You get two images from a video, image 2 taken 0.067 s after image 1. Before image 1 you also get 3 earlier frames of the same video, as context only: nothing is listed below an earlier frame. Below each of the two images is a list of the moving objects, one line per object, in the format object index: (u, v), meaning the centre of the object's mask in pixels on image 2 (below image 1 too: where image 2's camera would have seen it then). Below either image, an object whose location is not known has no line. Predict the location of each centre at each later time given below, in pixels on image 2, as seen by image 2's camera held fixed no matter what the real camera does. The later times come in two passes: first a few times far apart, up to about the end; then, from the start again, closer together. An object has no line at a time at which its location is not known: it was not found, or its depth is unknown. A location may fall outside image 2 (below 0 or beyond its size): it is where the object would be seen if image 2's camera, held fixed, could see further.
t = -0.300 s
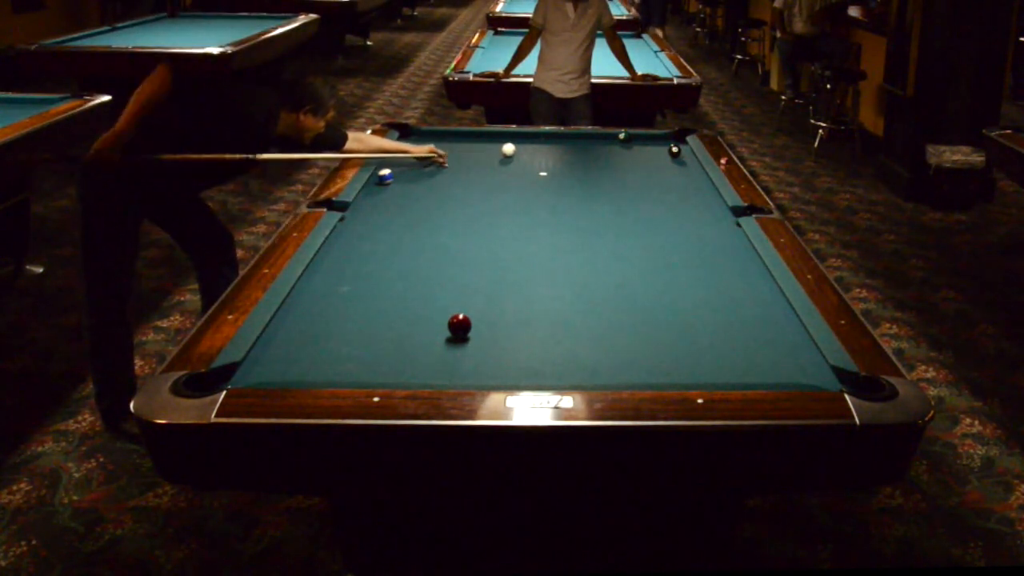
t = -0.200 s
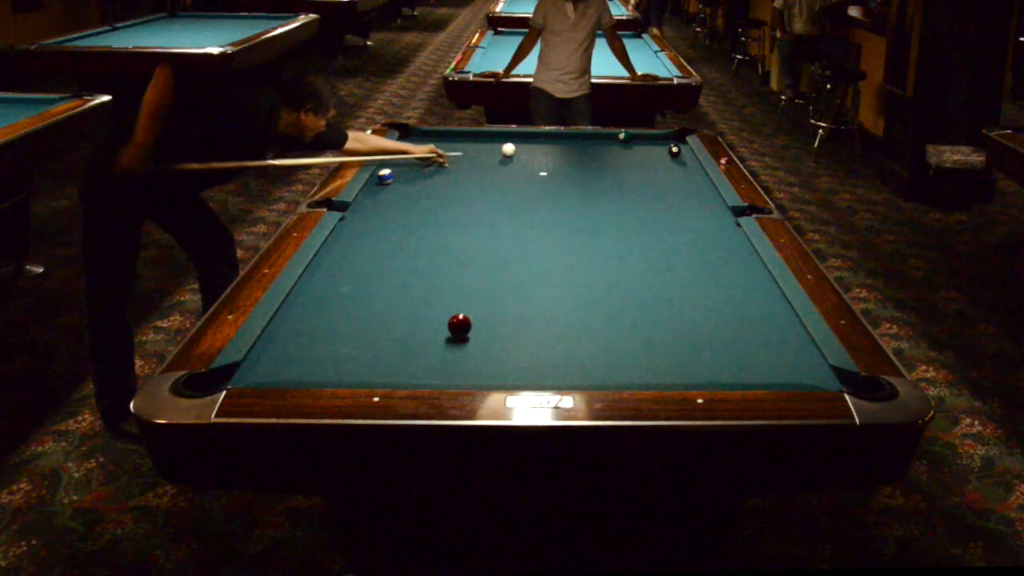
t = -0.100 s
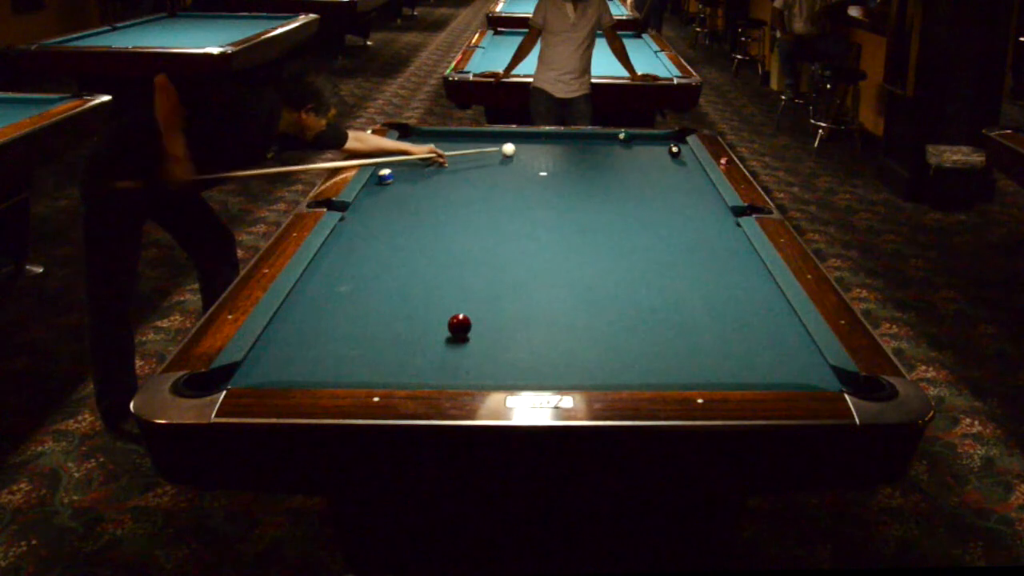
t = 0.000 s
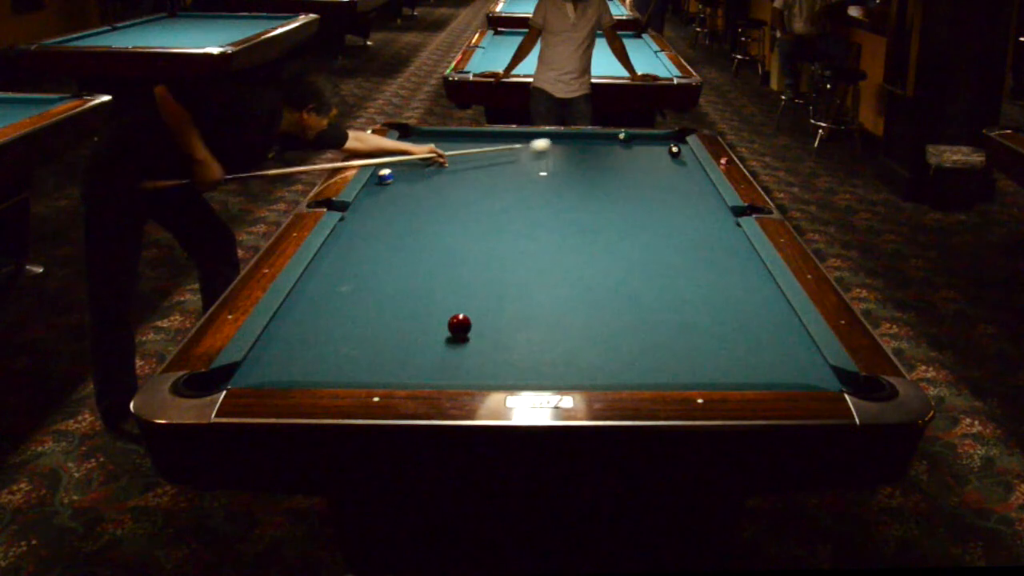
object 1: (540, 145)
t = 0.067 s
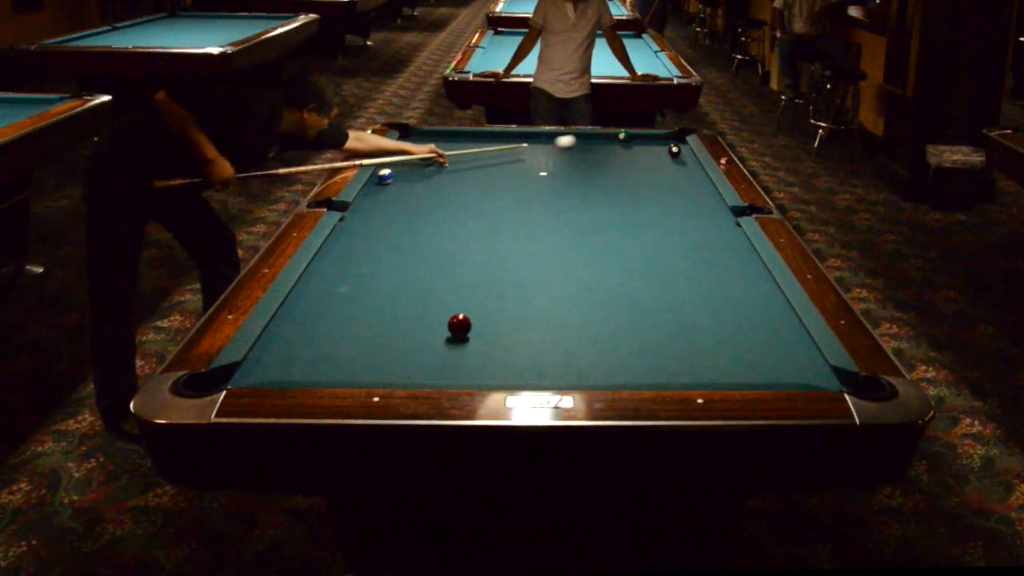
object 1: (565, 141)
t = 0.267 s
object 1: (611, 138)
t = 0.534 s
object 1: (628, 147)
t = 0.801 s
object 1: (646, 156)
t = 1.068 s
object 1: (665, 167)
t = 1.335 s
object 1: (686, 177)
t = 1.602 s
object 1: (706, 188)
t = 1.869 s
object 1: (707, 197)
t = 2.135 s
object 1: (704, 205)
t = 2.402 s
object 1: (701, 214)
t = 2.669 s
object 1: (698, 222)
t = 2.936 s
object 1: (695, 230)
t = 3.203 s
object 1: (692, 238)
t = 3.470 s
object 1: (689, 245)
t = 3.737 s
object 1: (687, 252)
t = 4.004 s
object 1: (684, 260)
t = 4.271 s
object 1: (682, 266)
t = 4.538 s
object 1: (680, 272)
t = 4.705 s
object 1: (684, 272)
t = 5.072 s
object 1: (671, 280)
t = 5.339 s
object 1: (673, 286)
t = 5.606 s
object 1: (672, 289)
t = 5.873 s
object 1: (671, 291)
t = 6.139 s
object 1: (670, 293)
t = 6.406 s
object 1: (668, 294)
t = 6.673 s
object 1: (668, 294)
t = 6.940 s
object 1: (668, 294)
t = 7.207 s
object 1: (668, 294)
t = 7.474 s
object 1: (668, 294)
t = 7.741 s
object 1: (668, 294)
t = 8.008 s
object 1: (668, 294)
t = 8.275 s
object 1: (668, 294)
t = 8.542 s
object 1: (668, 294)
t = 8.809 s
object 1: (668, 294)
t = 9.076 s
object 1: (668, 294)
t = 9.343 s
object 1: (668, 294)
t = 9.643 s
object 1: (668, 294)
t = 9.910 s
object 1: (668, 294)
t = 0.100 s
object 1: (577, 140)
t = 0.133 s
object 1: (589, 138)
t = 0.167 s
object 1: (600, 136)
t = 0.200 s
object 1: (609, 135)
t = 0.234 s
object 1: (611, 136)
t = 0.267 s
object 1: (611, 138)
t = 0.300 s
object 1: (612, 139)
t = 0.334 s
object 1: (614, 140)
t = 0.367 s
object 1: (616, 141)
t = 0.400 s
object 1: (619, 142)
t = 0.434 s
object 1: (621, 143)
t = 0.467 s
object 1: (623, 145)
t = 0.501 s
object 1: (625, 146)
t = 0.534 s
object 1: (628, 147)
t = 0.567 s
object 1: (630, 148)
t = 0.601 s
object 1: (632, 149)
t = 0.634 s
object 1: (634, 150)
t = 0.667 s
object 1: (637, 151)
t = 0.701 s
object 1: (639, 153)
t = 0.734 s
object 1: (641, 154)
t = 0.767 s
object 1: (644, 155)
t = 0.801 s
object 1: (646, 156)
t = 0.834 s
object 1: (648, 158)
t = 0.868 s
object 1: (651, 159)
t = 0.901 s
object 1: (653, 160)
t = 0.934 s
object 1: (655, 161)
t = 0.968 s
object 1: (658, 163)
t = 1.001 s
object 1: (660, 164)
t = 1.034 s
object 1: (663, 165)
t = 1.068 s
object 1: (665, 167)
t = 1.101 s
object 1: (668, 168)
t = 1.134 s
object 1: (670, 169)
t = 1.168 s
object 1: (673, 170)
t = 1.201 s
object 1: (675, 172)
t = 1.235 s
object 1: (678, 173)
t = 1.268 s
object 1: (680, 174)
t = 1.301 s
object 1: (683, 176)
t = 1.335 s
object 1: (686, 177)
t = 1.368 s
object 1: (688, 178)
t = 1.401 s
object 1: (691, 180)
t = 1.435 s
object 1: (693, 181)
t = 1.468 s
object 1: (696, 182)
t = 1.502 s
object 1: (698, 184)
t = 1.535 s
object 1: (701, 185)
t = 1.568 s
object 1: (703, 186)
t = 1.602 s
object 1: (706, 188)
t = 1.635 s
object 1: (708, 189)
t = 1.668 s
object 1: (709, 191)
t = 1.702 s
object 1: (709, 192)
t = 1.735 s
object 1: (709, 193)
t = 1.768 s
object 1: (708, 194)
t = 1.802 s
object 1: (708, 195)
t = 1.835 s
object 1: (708, 196)
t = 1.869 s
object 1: (707, 197)
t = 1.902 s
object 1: (707, 198)
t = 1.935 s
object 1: (706, 199)
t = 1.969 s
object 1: (706, 200)
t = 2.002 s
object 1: (706, 201)
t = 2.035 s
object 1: (705, 202)
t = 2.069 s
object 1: (705, 203)
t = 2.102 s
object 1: (705, 204)
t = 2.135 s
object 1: (704, 205)
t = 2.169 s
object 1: (704, 206)
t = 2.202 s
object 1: (703, 207)
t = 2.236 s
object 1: (703, 208)
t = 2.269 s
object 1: (703, 209)
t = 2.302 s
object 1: (702, 210)
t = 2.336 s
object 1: (702, 211)
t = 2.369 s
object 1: (702, 212)
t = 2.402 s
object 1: (701, 214)
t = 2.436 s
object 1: (701, 215)
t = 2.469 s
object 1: (701, 216)
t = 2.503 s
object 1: (700, 217)
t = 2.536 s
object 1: (700, 218)
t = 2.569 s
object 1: (699, 219)
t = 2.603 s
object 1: (699, 220)
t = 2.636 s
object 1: (699, 221)
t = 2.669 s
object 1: (698, 222)
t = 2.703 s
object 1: (698, 223)
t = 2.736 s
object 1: (697, 224)
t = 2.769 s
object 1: (697, 225)
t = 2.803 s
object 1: (696, 226)
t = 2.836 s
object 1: (696, 227)
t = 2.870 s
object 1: (696, 228)
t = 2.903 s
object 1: (695, 229)
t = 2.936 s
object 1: (695, 230)
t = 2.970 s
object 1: (695, 231)
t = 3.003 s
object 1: (694, 232)
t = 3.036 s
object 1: (694, 233)
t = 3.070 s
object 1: (694, 234)
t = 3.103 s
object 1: (693, 235)
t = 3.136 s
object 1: (693, 236)
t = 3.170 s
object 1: (692, 237)
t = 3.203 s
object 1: (692, 238)
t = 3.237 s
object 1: (692, 239)
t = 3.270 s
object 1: (691, 240)
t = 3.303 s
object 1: (691, 241)
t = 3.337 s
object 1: (691, 242)
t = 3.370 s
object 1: (690, 242)
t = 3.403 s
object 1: (690, 244)
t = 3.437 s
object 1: (690, 244)
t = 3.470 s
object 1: (689, 245)
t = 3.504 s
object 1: (689, 246)
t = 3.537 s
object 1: (689, 247)
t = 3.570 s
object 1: (689, 248)
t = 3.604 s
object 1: (688, 249)
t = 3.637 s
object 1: (688, 250)
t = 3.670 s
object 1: (688, 251)
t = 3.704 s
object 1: (687, 252)
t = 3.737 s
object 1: (687, 252)
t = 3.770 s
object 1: (686, 253)
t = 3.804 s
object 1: (686, 254)
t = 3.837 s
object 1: (686, 255)
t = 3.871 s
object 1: (685, 256)
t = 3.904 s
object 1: (685, 257)
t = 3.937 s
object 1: (685, 258)
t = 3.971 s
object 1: (684, 259)
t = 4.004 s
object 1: (684, 260)
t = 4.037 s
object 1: (684, 260)
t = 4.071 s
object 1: (683, 261)
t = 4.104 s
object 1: (683, 262)
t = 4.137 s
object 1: (683, 263)
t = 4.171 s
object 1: (683, 264)
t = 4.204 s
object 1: (682, 264)
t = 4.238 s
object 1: (682, 265)
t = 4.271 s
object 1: (682, 266)
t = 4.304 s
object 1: (681, 267)
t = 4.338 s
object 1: (681, 268)
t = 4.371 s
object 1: (681, 268)
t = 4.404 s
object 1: (681, 269)
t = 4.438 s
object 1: (680, 269)
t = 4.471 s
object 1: (680, 271)
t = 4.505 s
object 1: (680, 271)
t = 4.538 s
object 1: (680, 272)
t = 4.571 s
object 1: (680, 273)
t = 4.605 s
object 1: (679, 274)
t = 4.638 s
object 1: (679, 274)
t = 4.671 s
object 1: (679, 275)
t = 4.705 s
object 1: (684, 272)
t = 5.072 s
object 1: (671, 280)
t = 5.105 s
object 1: (674, 282)
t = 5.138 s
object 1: (674, 283)
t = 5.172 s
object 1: (674, 284)
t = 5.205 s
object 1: (674, 284)
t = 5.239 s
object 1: (673, 285)
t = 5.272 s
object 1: (673, 285)
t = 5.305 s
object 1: (673, 285)
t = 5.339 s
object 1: (673, 286)
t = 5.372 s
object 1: (673, 287)
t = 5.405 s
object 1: (673, 287)
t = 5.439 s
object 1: (673, 287)
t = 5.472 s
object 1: (672, 288)
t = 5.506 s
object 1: (672, 288)
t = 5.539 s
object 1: (672, 289)
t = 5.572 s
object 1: (672, 289)
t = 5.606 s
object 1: (672, 289)
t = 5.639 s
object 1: (671, 290)
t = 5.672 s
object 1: (671, 290)
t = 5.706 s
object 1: (671, 290)
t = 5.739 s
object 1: (671, 291)
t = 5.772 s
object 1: (671, 291)
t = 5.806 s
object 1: (671, 291)
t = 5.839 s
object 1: (671, 291)
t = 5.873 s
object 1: (671, 291)
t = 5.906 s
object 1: (671, 292)
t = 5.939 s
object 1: (671, 292)
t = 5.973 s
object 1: (671, 292)
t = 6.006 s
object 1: (670, 293)
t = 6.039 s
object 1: (670, 293)
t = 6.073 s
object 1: (670, 293)
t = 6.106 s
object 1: (670, 293)
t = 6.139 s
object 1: (670, 293)
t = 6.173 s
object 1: (669, 293)
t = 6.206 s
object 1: (669, 293)
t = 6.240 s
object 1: (669, 293)
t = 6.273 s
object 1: (669, 294)
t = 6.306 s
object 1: (669, 294)
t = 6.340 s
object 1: (669, 294)
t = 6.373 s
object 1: (669, 293)
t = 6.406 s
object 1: (668, 294)
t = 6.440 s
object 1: (668, 294)
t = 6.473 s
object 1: (668, 294)
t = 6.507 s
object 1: (668, 294)
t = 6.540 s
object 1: (668, 294)
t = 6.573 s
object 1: (668, 294)
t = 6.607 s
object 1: (668, 294)
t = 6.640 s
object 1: (668, 294)
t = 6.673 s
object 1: (668, 294)
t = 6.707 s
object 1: (668, 294)
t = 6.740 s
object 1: (668, 294)
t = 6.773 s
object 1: (668, 294)
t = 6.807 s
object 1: (668, 294)
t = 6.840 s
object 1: (668, 294)
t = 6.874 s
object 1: (668, 294)
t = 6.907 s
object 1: (668, 294)
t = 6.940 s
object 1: (668, 294)
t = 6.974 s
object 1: (668, 294)
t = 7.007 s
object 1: (668, 294)
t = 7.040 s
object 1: (668, 294)
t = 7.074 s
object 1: (668, 294)
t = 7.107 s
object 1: (668, 294)
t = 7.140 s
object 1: (668, 294)
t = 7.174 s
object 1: (668, 294)
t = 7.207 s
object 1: (668, 294)
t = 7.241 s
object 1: (668, 294)
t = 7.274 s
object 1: (668, 294)
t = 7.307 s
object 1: (668, 294)
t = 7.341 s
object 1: (668, 294)
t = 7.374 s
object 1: (668, 294)
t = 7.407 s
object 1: (668, 294)
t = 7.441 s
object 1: (668, 294)
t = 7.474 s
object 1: (668, 294)
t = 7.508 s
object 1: (668, 294)
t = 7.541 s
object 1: (668, 294)
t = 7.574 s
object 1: (668, 294)
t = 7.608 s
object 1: (668, 294)
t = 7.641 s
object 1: (668, 294)
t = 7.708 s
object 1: (668, 294)
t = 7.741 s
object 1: (668, 294)
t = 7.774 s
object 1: (668, 294)
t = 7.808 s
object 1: (668, 294)
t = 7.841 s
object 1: (668, 294)
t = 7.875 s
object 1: (668, 294)
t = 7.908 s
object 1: (668, 294)
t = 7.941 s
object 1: (668, 294)
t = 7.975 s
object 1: (668, 294)
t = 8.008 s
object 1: (668, 294)
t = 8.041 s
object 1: (668, 294)
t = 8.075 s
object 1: (668, 294)
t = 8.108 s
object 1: (668, 294)
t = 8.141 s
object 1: (668, 294)
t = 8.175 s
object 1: (668, 294)
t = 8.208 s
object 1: (668, 294)
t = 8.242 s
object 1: (668, 294)
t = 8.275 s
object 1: (668, 294)
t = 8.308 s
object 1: (668, 294)
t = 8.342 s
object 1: (668, 294)
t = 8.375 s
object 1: (668, 294)
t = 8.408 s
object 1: (668, 294)
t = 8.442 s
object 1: (668, 294)
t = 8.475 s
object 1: (668, 294)
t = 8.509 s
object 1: (668, 294)
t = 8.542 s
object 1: (668, 294)
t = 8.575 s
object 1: (668, 294)
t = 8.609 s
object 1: (668, 294)
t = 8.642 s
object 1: (668, 294)
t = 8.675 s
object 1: (668, 294)
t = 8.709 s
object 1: (668, 294)
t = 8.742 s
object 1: (668, 294)
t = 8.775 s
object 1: (668, 294)
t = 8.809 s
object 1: (668, 294)
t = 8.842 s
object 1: (668, 294)
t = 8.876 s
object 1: (668, 294)
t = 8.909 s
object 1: (668, 294)
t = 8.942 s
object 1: (668, 294)
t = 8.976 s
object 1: (668, 294)
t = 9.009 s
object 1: (668, 294)
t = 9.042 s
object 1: (668, 294)
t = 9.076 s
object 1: (668, 294)
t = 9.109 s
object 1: (668, 294)
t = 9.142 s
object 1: (668, 294)
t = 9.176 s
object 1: (668, 294)
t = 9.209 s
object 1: (668, 294)
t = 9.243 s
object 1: (668, 294)
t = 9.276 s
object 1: (668, 294)
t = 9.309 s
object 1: (668, 294)
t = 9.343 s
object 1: (668, 294)
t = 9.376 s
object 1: (668, 294)
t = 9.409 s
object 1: (668, 294)
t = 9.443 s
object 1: (668, 294)
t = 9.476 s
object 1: (668, 294)
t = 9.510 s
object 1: (668, 294)
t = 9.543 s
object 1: (668, 294)
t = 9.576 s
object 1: (668, 294)
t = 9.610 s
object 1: (668, 294)
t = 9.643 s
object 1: (668, 294)
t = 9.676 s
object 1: (668, 294)
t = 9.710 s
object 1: (668, 294)
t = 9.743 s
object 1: (668, 294)
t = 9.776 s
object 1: (668, 294)
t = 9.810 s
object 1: (668, 294)
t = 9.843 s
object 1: (668, 294)
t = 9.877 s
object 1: (668, 294)
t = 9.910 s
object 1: (668, 294)
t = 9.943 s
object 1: (668, 294)
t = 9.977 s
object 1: (668, 294)
